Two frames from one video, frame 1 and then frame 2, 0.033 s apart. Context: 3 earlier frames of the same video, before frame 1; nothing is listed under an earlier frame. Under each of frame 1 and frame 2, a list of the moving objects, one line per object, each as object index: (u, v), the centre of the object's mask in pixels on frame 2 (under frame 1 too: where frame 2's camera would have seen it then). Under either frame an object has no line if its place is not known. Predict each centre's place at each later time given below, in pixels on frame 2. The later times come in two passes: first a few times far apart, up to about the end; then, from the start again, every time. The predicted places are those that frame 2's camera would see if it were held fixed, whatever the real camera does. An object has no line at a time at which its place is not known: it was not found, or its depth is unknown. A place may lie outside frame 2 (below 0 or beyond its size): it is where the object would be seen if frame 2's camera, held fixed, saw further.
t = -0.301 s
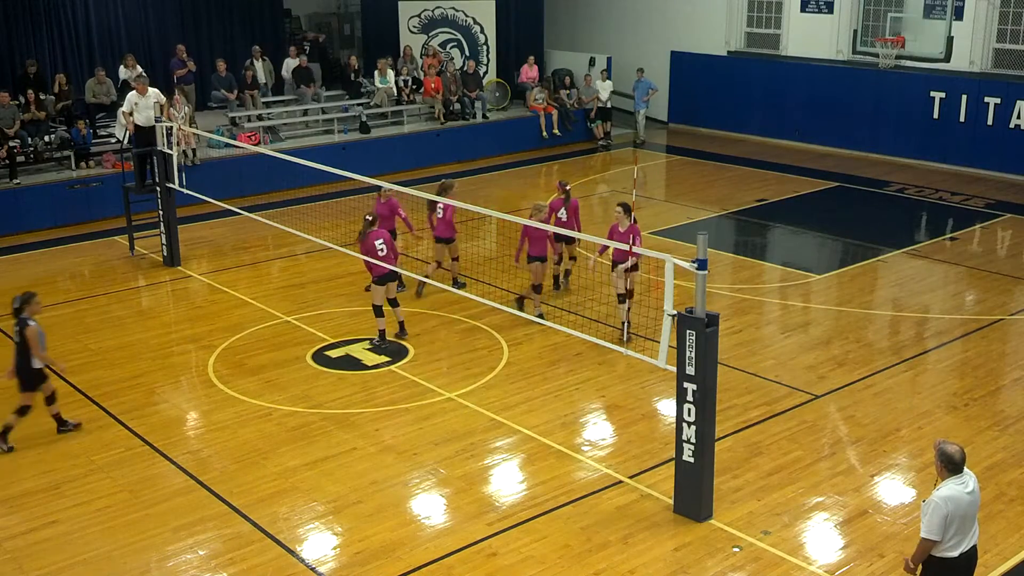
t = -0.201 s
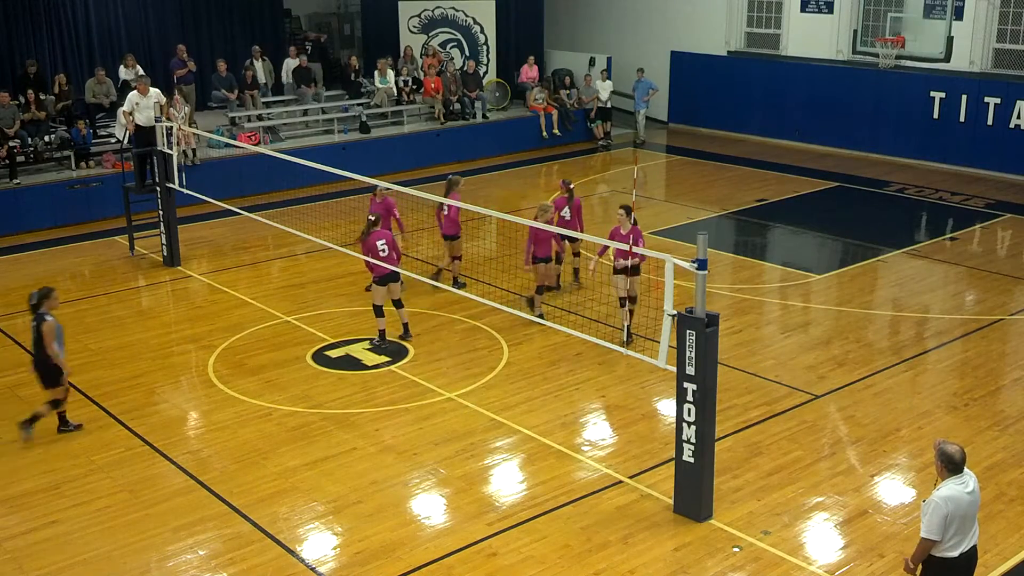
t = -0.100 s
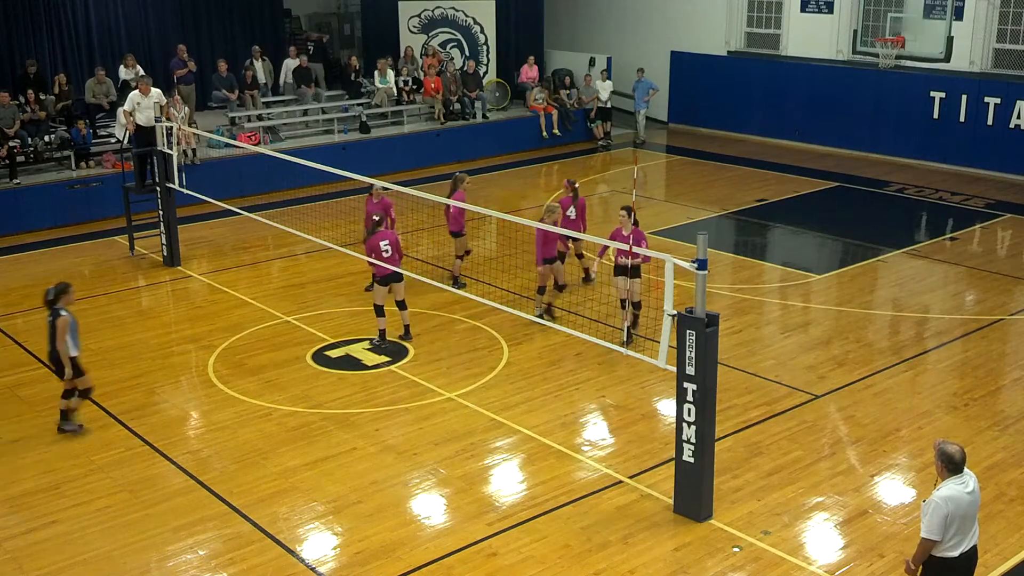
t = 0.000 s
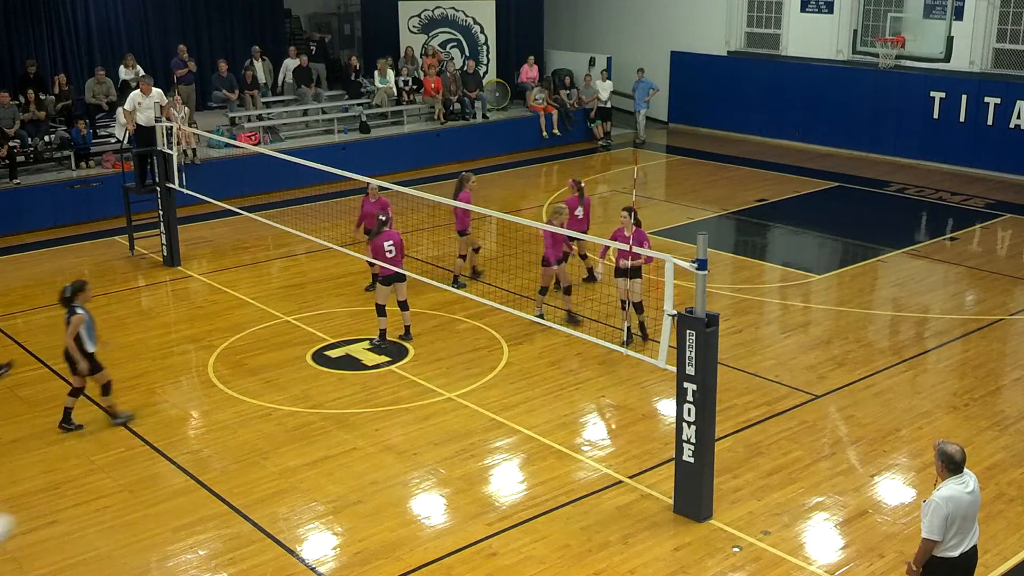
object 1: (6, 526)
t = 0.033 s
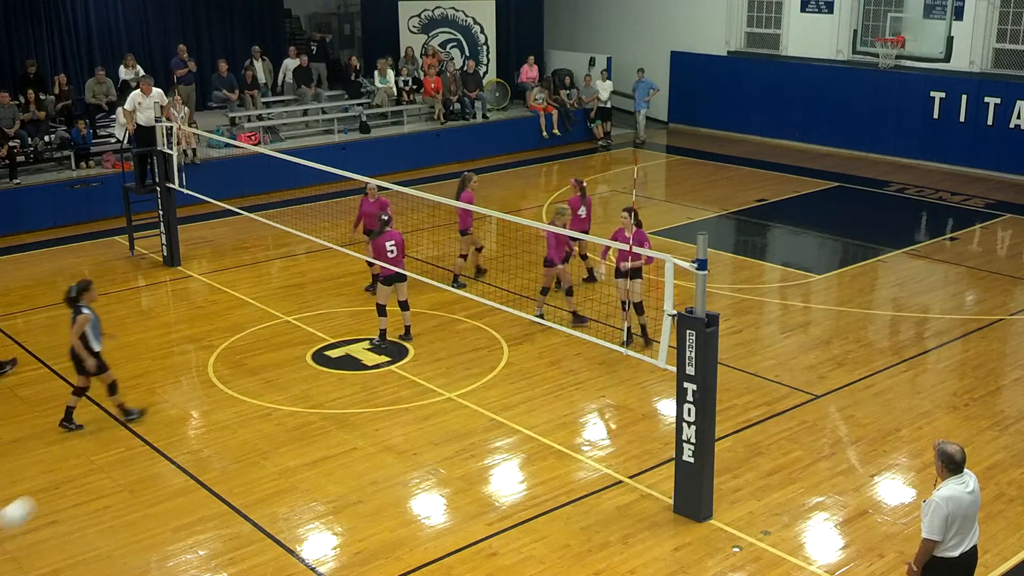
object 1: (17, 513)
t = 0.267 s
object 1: (151, 441)
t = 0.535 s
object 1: (277, 430)
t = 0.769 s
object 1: (357, 362)
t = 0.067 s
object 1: (37, 498)
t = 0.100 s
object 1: (58, 485)
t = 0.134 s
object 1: (76, 473)
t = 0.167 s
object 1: (96, 463)
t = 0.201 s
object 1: (115, 454)
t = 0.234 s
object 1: (133, 446)
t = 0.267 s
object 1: (151, 441)
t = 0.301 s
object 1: (170, 436)
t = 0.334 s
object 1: (185, 433)
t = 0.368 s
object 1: (202, 431)
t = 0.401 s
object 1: (218, 430)
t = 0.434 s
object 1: (233, 431)
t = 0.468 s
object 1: (248, 432)
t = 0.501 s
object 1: (263, 436)
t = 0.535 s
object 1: (277, 430)
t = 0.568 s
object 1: (289, 416)
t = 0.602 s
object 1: (302, 403)
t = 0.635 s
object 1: (313, 393)
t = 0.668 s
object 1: (325, 383)
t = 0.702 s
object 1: (336, 374)
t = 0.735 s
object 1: (349, 366)
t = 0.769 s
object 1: (357, 362)
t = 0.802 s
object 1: (369, 357)
